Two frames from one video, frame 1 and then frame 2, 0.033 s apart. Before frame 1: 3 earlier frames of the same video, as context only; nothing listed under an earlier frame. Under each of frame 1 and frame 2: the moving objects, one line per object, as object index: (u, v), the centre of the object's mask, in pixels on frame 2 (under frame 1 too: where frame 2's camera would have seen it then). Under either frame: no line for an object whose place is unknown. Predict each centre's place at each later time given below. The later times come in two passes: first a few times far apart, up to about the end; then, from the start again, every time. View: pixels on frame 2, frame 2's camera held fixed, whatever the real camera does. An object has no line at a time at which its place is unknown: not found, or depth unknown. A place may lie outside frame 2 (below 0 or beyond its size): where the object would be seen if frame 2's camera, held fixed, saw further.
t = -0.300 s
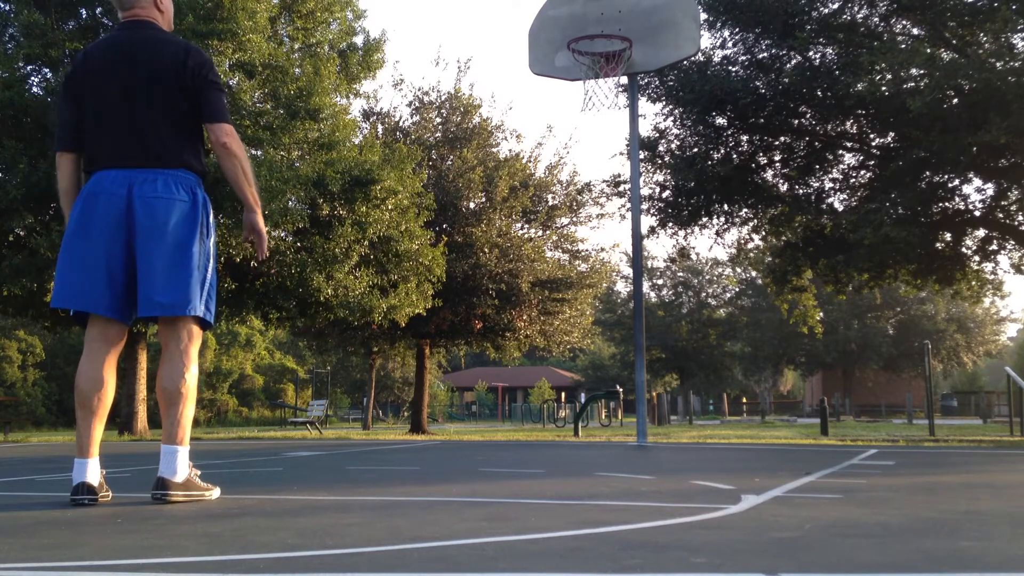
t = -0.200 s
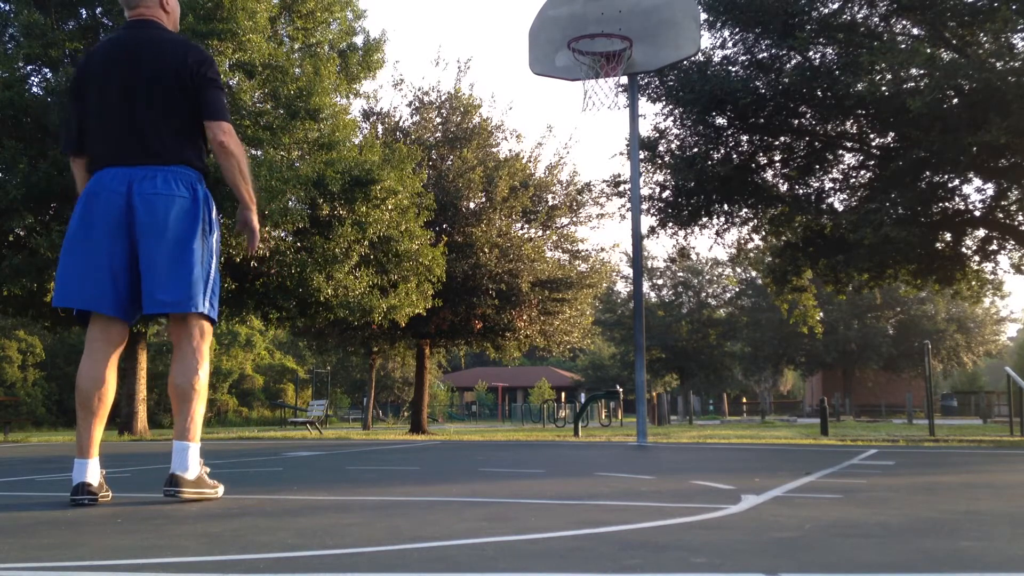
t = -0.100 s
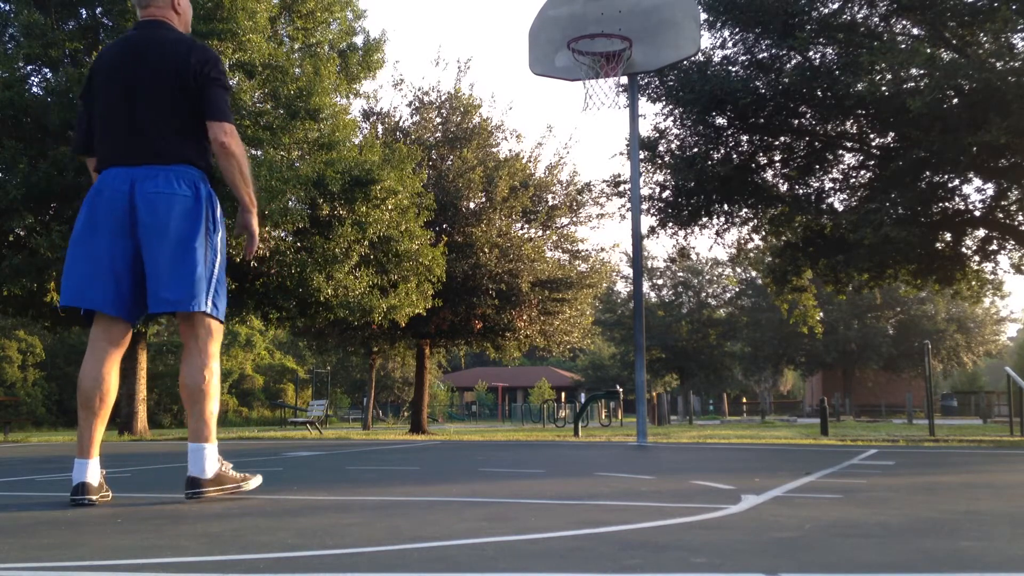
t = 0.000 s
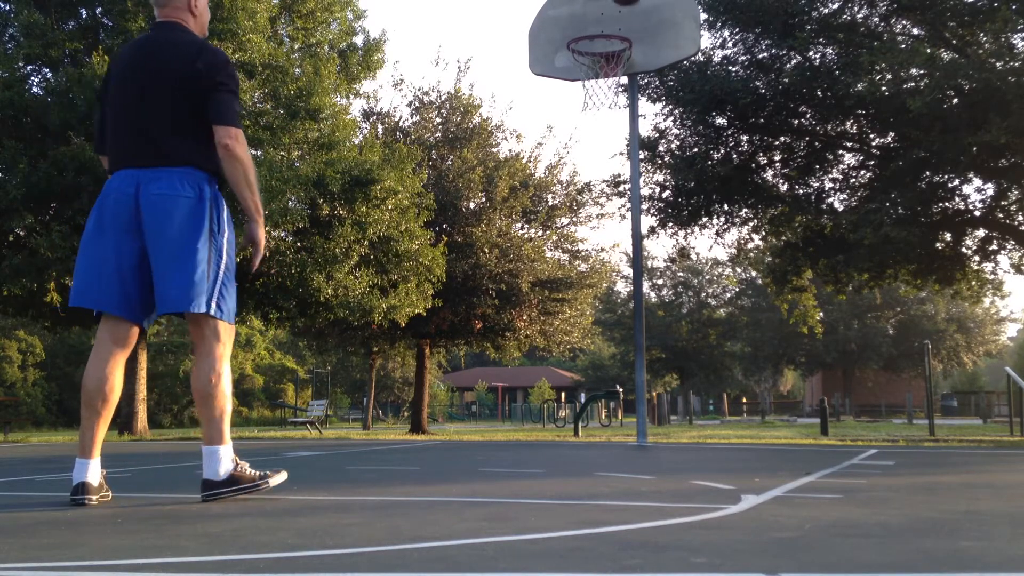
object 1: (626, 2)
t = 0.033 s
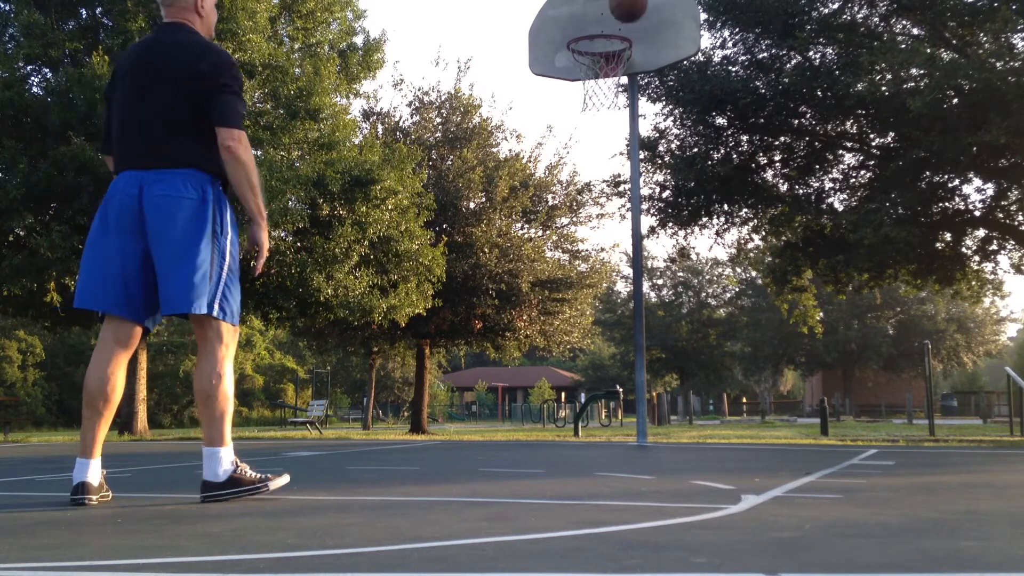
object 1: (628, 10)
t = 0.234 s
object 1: (639, 149)
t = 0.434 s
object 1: (657, 393)
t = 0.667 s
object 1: (667, 270)
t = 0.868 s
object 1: (677, 152)
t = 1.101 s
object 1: (688, 96)
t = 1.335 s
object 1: (701, 138)
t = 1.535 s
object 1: (715, 262)
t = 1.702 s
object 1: (728, 436)
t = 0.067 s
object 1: (629, 21)
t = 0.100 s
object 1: (632, 42)
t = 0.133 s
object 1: (633, 64)
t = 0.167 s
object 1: (635, 90)
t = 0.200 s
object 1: (638, 118)
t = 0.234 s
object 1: (639, 149)
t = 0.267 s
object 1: (642, 181)
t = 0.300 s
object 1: (645, 217)
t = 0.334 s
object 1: (647, 257)
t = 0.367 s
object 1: (650, 300)
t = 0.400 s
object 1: (654, 344)
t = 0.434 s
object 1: (657, 393)
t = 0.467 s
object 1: (659, 446)
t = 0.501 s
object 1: (660, 419)
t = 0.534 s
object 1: (662, 385)
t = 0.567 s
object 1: (663, 354)
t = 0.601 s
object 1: (664, 324)
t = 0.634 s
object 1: (666, 296)
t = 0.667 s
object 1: (667, 270)
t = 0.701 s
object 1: (668, 245)
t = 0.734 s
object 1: (670, 222)
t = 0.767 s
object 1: (671, 202)
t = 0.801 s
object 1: (673, 183)
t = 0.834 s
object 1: (675, 167)
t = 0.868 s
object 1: (677, 152)
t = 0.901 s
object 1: (678, 137)
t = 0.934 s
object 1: (679, 126)
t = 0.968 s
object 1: (681, 116)
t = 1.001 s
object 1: (683, 108)
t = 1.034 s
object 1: (685, 102)
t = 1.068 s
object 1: (686, 98)
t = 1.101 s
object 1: (688, 96)
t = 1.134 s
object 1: (689, 96)
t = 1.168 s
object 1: (691, 97)
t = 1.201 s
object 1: (693, 101)
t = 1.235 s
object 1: (695, 107)
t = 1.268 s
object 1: (697, 115)
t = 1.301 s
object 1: (700, 125)
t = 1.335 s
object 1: (701, 138)
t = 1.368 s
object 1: (704, 151)
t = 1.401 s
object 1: (706, 168)
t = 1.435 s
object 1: (707, 188)
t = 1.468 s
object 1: (710, 209)
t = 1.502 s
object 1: (712, 233)
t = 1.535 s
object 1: (715, 262)
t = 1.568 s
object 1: (718, 291)
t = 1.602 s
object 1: (721, 323)
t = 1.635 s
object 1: (723, 357)
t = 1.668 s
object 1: (726, 394)
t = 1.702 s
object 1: (728, 436)
